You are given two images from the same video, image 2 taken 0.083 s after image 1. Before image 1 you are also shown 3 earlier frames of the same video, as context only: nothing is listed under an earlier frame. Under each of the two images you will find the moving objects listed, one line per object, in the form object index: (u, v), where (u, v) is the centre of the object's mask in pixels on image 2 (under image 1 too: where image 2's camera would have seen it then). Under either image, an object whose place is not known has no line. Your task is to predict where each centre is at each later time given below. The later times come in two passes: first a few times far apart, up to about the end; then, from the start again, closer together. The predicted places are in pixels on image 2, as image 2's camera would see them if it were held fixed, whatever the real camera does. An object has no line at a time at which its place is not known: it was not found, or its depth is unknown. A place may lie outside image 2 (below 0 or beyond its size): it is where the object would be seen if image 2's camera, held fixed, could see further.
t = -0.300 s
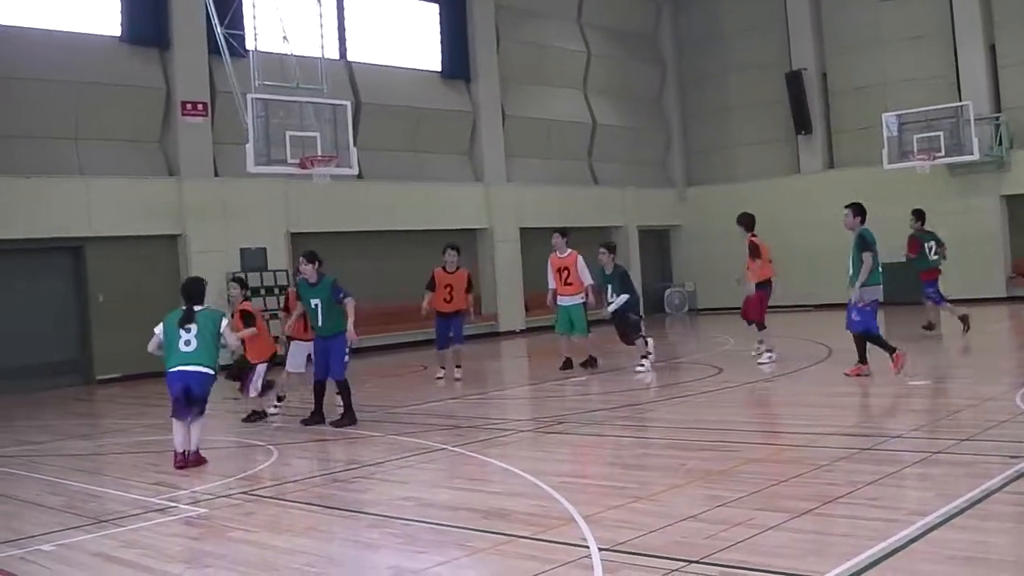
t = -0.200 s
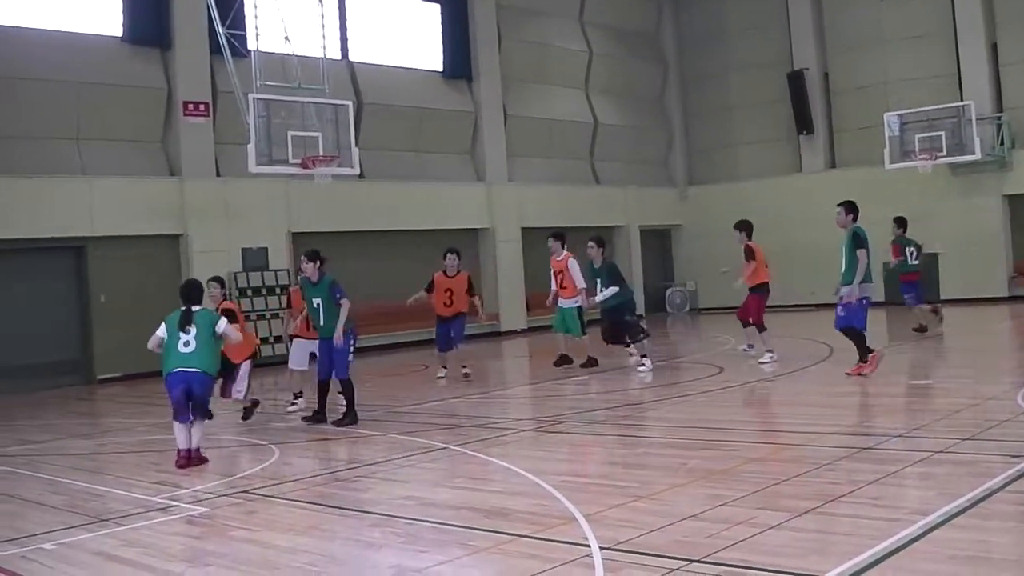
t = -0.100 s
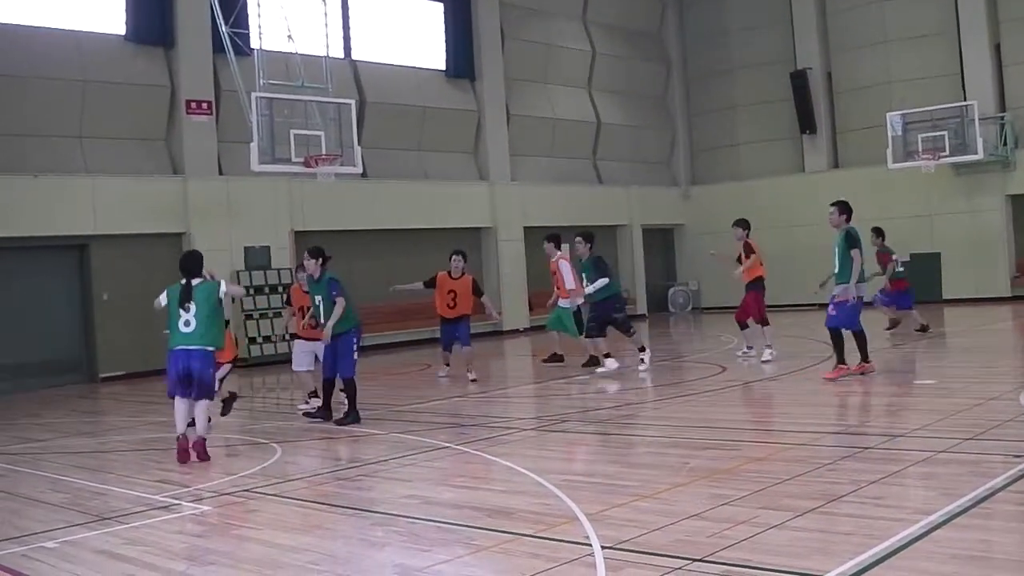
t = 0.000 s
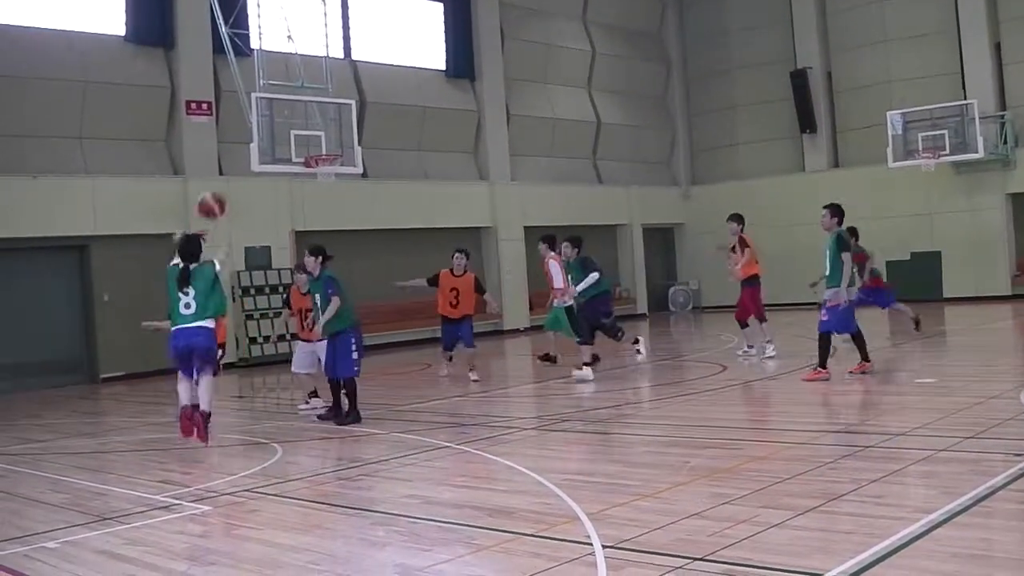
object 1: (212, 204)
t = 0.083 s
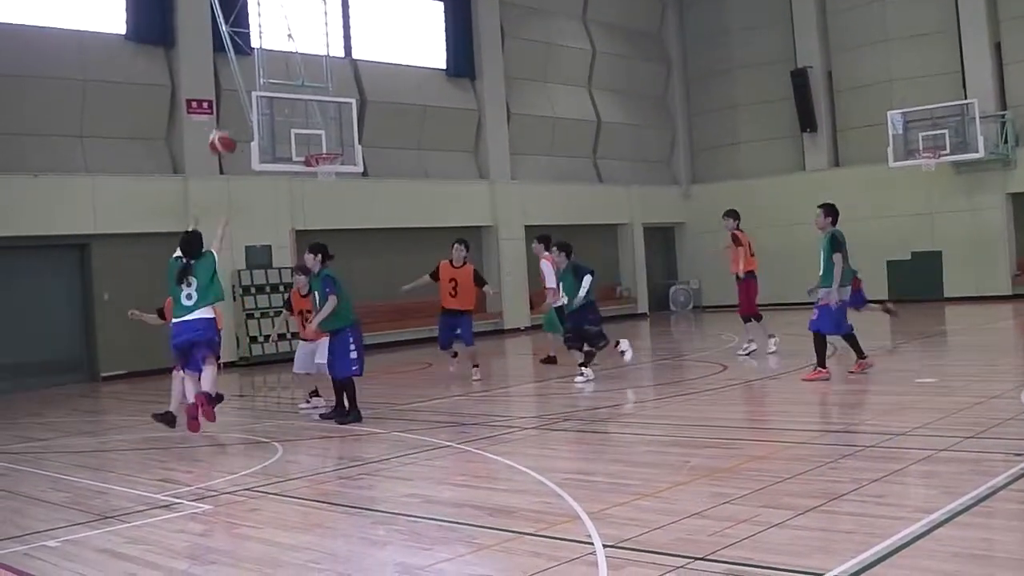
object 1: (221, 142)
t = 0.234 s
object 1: (241, 65)
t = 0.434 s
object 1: (264, 12)
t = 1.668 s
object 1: (355, 86)
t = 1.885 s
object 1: (377, 98)
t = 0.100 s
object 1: (224, 133)
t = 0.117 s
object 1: (226, 122)
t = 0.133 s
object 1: (228, 114)
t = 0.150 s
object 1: (230, 104)
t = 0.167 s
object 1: (232, 94)
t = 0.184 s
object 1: (234, 87)
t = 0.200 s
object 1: (237, 78)
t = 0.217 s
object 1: (238, 73)
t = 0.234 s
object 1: (241, 65)
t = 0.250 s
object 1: (243, 58)
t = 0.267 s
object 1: (244, 53)
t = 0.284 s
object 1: (246, 45)
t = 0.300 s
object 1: (248, 41)
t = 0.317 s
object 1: (251, 37)
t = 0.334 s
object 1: (252, 32)
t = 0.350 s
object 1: (254, 28)
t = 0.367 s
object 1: (256, 25)
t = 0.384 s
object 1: (257, 21)
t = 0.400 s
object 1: (260, 18)
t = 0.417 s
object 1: (262, 15)
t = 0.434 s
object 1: (264, 12)
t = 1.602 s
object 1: (350, 89)
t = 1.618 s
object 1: (351, 89)
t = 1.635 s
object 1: (352, 88)
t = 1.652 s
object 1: (352, 87)
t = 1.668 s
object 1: (355, 86)
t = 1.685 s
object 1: (356, 86)
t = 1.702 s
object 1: (358, 85)
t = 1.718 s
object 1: (359, 86)
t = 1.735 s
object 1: (361, 86)
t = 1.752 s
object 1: (362, 86)
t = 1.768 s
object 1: (364, 88)
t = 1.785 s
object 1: (366, 90)
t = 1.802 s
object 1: (367, 90)
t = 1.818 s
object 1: (369, 91)
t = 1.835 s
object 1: (370, 94)
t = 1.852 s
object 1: (374, 95)
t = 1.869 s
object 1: (375, 97)
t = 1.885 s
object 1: (377, 98)
